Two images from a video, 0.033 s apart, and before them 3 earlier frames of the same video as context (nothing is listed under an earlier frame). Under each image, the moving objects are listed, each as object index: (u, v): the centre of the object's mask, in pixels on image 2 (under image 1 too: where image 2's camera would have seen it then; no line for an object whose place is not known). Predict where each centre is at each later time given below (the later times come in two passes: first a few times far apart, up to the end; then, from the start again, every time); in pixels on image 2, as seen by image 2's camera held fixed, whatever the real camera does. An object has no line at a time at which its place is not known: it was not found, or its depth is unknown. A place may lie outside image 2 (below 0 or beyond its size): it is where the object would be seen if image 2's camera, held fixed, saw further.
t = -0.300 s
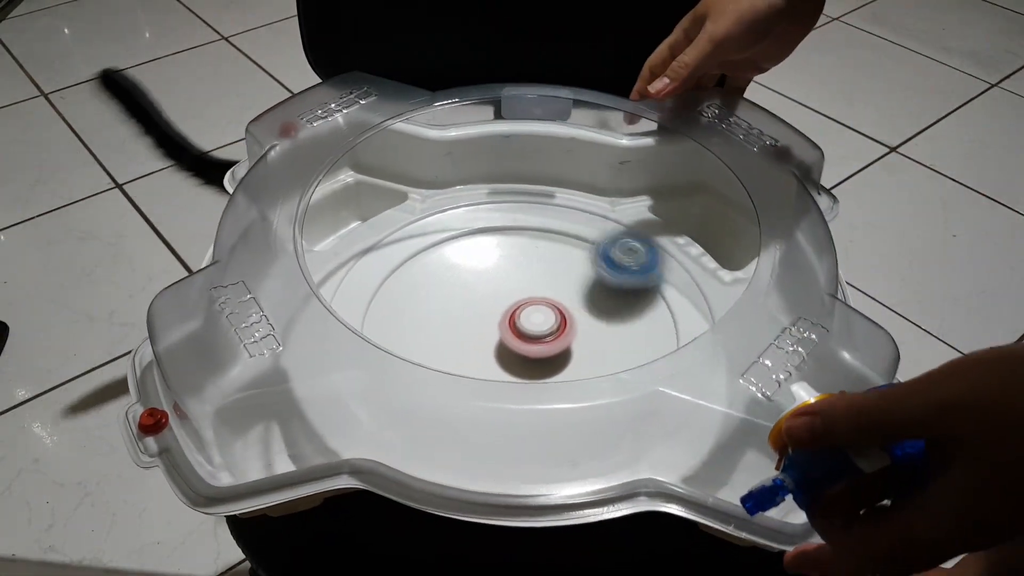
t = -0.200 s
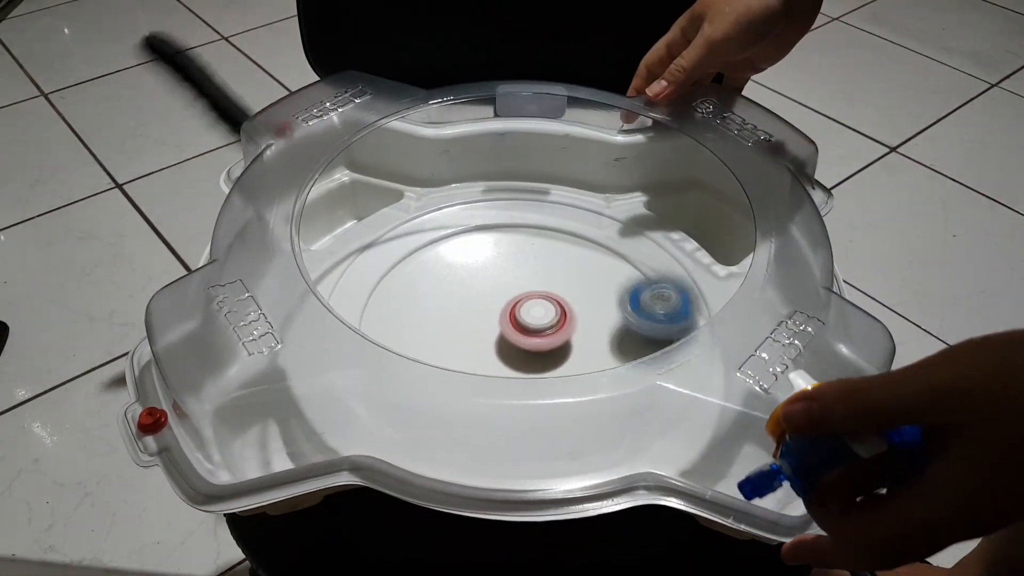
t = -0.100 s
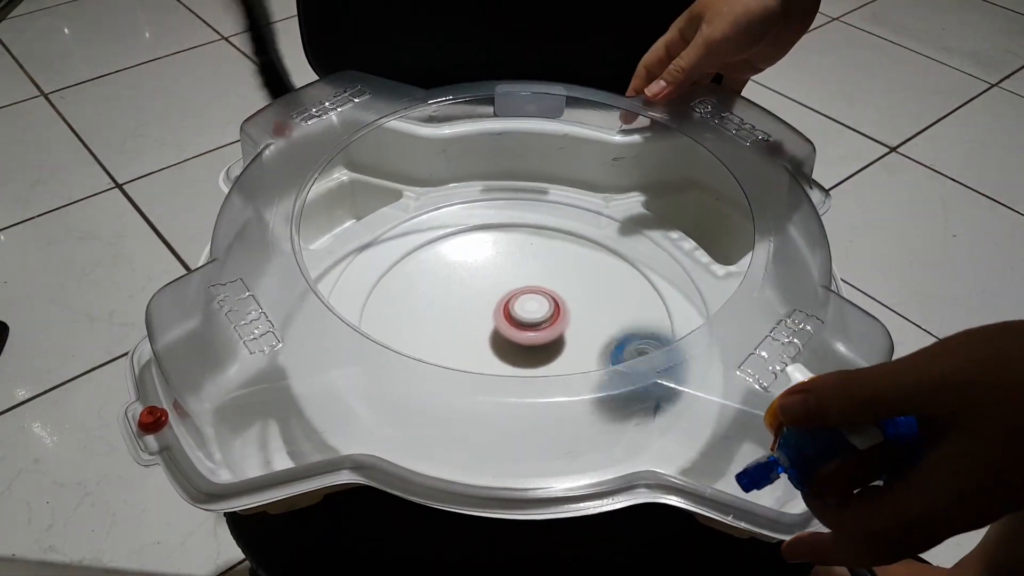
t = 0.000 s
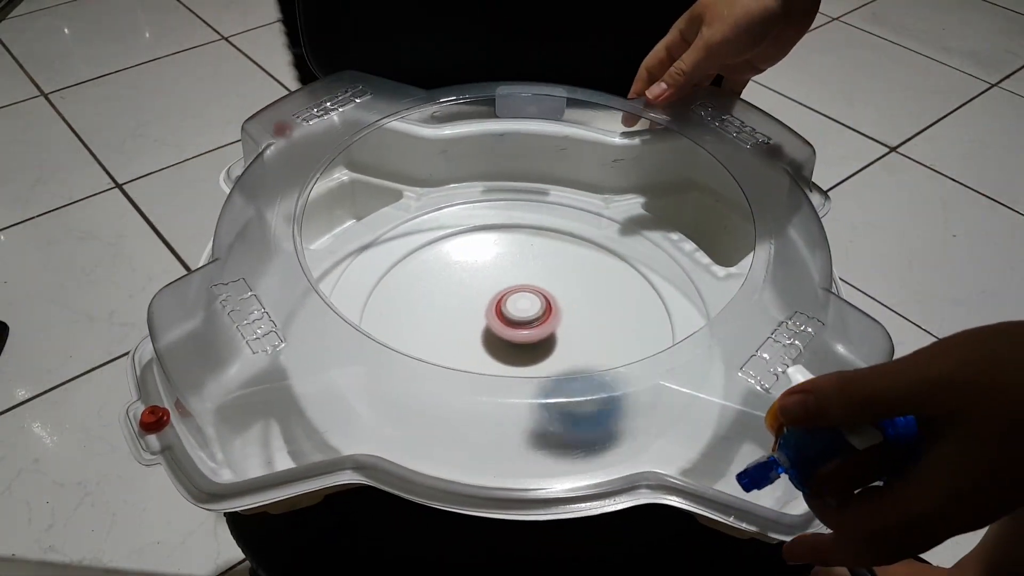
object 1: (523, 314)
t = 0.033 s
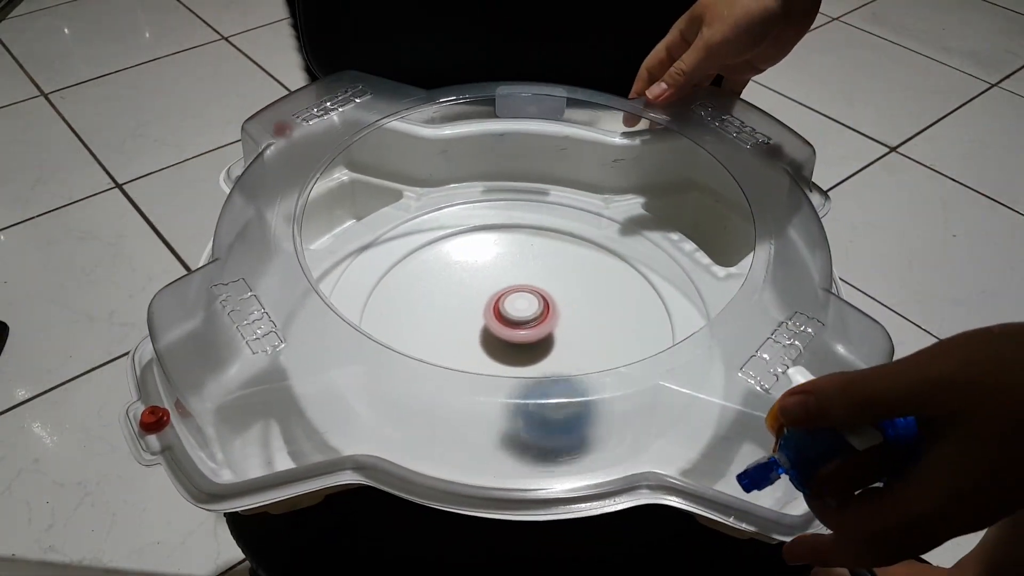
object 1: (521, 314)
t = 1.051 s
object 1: (524, 325)
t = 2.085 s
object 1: (515, 331)
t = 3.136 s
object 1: (513, 323)
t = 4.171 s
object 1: (515, 359)
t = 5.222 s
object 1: (527, 349)
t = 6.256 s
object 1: (487, 349)
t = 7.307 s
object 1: (434, 378)
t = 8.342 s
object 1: (452, 305)
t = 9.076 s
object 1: (430, 335)
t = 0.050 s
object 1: (520, 314)
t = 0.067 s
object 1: (519, 314)
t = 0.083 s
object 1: (518, 315)
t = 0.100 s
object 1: (518, 315)
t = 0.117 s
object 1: (517, 316)
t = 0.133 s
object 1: (517, 317)
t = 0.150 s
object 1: (517, 317)
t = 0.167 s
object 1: (517, 318)
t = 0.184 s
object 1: (517, 319)
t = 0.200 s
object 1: (517, 320)
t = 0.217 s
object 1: (516, 321)
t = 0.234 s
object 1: (517, 322)
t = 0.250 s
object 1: (517, 323)
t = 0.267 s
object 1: (517, 324)
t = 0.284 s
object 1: (517, 324)
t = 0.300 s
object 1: (517, 325)
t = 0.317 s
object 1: (517, 326)
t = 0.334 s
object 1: (517, 327)
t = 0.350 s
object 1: (517, 328)
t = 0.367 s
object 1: (517, 328)
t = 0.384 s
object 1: (518, 329)
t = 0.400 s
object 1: (518, 329)
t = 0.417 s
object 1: (518, 330)
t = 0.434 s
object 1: (518, 330)
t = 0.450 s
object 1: (519, 331)
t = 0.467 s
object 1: (519, 331)
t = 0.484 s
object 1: (519, 331)
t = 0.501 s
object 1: (520, 331)
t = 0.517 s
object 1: (521, 332)
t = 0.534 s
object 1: (521, 332)
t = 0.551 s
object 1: (521, 332)
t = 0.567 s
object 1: (522, 332)
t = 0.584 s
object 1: (523, 332)
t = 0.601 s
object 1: (523, 332)
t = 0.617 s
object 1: (524, 332)
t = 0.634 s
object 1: (524, 332)
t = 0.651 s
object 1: (525, 331)
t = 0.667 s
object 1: (526, 331)
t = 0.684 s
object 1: (526, 331)
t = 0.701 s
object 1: (526, 330)
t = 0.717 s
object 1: (527, 329)
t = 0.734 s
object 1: (527, 329)
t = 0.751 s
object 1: (528, 329)
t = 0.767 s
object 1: (528, 328)
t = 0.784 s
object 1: (528, 328)
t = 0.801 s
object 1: (528, 327)
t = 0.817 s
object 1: (528, 327)
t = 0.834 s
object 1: (528, 327)
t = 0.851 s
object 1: (527, 326)
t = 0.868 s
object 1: (527, 326)
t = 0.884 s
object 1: (527, 326)
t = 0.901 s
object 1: (526, 325)
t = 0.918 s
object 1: (526, 325)
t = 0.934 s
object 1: (526, 325)
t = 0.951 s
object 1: (525, 325)
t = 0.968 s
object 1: (525, 325)
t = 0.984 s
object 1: (525, 325)
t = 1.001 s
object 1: (525, 325)
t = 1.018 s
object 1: (524, 325)
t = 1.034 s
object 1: (524, 325)
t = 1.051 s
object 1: (524, 325)
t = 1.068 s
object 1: (524, 325)
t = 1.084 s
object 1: (524, 325)
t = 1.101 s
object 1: (524, 325)
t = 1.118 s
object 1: (523, 325)
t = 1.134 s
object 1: (523, 325)
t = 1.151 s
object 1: (523, 326)
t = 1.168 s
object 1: (523, 326)
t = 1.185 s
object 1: (523, 326)
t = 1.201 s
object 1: (523, 326)
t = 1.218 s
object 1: (523, 327)
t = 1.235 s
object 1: (522, 327)
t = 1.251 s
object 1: (522, 327)
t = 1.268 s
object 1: (522, 328)
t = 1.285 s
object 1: (522, 328)
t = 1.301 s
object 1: (521, 328)
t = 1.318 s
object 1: (521, 329)
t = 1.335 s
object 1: (520, 329)
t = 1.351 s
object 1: (520, 329)
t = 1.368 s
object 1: (519, 329)
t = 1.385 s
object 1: (519, 330)
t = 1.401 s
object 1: (518, 330)
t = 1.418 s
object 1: (517, 330)
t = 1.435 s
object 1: (516, 330)
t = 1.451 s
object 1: (516, 329)
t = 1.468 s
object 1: (515, 329)
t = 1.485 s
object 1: (515, 329)
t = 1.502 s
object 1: (514, 329)
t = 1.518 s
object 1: (513, 329)
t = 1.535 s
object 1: (513, 328)
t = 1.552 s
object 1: (512, 328)
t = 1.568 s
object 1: (512, 328)
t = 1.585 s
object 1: (512, 328)
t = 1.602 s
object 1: (511, 328)
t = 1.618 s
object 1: (511, 328)
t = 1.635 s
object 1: (511, 328)
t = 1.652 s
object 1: (511, 328)
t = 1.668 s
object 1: (511, 329)
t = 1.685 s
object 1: (511, 329)
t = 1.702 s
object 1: (511, 329)
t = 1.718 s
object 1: (511, 329)
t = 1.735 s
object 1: (510, 329)
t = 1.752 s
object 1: (510, 329)
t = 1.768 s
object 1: (510, 330)
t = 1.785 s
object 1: (510, 330)
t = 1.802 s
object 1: (511, 330)
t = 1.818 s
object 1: (511, 330)
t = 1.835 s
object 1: (511, 330)
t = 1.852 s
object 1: (511, 330)
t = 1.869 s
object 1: (511, 330)
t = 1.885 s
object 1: (511, 331)
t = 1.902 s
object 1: (511, 331)
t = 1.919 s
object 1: (511, 331)
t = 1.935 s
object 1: (512, 331)
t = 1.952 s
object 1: (512, 331)
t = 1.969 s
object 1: (512, 331)
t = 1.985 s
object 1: (513, 331)
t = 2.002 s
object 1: (513, 331)
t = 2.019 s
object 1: (513, 331)
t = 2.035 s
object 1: (514, 331)
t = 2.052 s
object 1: (514, 331)
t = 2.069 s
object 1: (515, 331)
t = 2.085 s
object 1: (515, 331)
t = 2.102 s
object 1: (516, 331)
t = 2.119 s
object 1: (516, 331)
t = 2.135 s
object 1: (517, 330)
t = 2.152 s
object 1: (517, 330)
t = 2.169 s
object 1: (518, 330)
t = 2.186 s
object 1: (518, 330)
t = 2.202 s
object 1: (519, 330)
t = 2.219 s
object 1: (519, 329)
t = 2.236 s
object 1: (519, 330)
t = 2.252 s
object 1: (519, 329)
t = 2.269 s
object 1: (519, 329)
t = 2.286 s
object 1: (519, 329)
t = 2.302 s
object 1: (518, 329)
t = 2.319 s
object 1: (518, 328)
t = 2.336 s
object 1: (518, 328)
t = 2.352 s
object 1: (517, 328)
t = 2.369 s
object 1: (517, 327)
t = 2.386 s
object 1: (516, 327)
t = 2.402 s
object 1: (515, 327)
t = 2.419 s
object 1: (515, 326)
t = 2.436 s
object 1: (514, 326)
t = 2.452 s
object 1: (514, 325)
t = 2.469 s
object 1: (513, 325)
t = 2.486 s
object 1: (513, 325)
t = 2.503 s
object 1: (512, 324)
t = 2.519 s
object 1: (512, 324)
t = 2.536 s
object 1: (511, 324)
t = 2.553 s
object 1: (511, 324)
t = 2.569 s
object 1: (511, 323)
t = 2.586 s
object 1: (510, 323)
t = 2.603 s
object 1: (510, 323)
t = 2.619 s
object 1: (509, 322)
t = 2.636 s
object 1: (509, 322)
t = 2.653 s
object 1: (509, 322)
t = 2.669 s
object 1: (509, 322)
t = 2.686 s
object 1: (508, 322)
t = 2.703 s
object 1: (508, 322)
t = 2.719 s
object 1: (508, 322)
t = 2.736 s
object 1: (509, 322)
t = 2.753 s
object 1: (509, 322)
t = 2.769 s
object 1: (509, 322)
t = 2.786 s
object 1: (509, 322)
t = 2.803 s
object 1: (509, 322)
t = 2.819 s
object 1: (509, 322)
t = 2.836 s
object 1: (509, 322)
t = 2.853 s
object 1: (509, 322)
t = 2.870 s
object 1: (509, 322)
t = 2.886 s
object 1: (509, 322)
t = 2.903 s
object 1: (509, 323)
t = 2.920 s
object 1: (509, 323)
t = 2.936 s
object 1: (509, 323)
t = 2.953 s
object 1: (509, 323)
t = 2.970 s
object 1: (509, 323)
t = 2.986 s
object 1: (510, 323)
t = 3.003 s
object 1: (510, 323)
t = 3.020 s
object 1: (510, 323)
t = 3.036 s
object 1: (511, 323)
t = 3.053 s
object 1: (511, 323)
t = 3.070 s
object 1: (511, 323)
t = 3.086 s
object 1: (512, 323)
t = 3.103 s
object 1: (512, 323)
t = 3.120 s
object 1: (512, 323)
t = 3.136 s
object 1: (513, 323)
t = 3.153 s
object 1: (513, 323)
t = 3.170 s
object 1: (513, 323)
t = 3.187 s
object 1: (513, 323)
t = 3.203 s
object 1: (513, 322)
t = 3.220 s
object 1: (514, 322)
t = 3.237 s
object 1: (514, 322)
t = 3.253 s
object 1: (514, 322)
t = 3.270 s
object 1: (514, 322)
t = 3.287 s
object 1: (514, 322)
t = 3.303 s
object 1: (515, 322)
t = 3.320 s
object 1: (515, 322)
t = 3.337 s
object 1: (515, 322)
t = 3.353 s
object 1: (515, 322)
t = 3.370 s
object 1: (515, 322)
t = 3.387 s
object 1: (515, 321)
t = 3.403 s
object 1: (516, 321)
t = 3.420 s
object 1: (516, 321)
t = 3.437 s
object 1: (517, 320)
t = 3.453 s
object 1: (518, 320)
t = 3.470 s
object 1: (519, 320)
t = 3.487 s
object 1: (519, 319)
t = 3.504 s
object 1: (519, 319)
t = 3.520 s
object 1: (520, 319)
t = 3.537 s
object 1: (520, 319)
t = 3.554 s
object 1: (520, 319)
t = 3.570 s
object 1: (519, 319)
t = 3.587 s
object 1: (519, 319)
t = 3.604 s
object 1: (519, 319)
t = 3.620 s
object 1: (520, 322)
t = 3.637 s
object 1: (530, 331)
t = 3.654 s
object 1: (539, 340)
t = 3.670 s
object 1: (548, 347)
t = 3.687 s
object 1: (556, 351)
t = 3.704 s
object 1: (562, 355)
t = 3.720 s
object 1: (570, 358)
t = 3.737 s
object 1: (575, 360)
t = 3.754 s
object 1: (585, 382)
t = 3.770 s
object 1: (591, 388)
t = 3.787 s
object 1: (596, 391)
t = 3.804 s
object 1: (600, 394)
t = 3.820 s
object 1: (603, 396)
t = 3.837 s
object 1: (605, 396)
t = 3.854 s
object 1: (606, 395)
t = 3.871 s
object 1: (606, 394)
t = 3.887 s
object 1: (604, 392)
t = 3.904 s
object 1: (602, 389)
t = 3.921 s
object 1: (600, 386)
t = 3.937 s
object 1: (597, 381)
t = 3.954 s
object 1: (594, 378)
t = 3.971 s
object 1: (591, 374)
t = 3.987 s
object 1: (588, 370)
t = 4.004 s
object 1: (585, 368)
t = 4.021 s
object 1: (580, 364)
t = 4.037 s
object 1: (575, 350)
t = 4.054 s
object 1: (571, 350)
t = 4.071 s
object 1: (566, 351)
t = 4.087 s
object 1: (558, 352)
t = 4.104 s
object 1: (548, 355)
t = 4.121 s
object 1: (540, 356)
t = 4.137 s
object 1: (531, 357)
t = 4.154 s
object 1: (523, 358)
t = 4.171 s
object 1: (515, 359)
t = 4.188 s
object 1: (509, 359)
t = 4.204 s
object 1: (503, 359)
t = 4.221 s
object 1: (496, 358)
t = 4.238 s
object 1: (491, 358)
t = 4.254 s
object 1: (487, 357)
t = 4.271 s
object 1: (478, 368)
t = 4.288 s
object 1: (475, 367)
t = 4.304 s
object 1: (472, 366)
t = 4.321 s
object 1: (470, 365)
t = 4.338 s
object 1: (468, 364)
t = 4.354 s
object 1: (461, 364)
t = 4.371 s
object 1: (446, 363)
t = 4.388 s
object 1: (430, 365)
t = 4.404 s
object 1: (416, 365)
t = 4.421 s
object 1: (403, 364)
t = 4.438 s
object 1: (394, 363)
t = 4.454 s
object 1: (389, 358)
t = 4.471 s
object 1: (383, 357)
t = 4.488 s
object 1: (376, 359)
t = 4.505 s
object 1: (372, 357)
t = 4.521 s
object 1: (370, 356)
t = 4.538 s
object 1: (368, 355)
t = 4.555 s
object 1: (367, 355)
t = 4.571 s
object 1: (368, 354)
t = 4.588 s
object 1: (371, 354)
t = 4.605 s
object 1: (375, 354)
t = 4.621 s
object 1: (380, 354)
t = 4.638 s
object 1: (387, 353)
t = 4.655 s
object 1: (394, 354)
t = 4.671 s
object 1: (401, 357)
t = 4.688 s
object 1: (410, 357)
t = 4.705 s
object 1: (421, 356)
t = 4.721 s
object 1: (431, 356)
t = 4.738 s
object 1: (442, 357)
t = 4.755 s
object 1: (453, 353)
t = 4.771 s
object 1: (465, 352)
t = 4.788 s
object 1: (476, 352)
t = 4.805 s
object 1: (487, 348)
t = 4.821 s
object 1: (491, 350)
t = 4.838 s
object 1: (495, 350)
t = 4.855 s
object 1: (498, 351)
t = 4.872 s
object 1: (500, 356)
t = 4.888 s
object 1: (503, 357)
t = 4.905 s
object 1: (506, 353)
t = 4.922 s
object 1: (508, 354)
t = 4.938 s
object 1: (510, 354)
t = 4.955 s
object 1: (511, 358)
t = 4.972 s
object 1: (512, 358)
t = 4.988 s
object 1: (513, 357)
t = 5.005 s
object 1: (515, 357)
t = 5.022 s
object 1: (517, 353)
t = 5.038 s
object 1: (518, 353)
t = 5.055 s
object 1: (519, 353)
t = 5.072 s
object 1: (520, 353)
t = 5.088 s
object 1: (521, 352)
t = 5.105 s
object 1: (522, 352)
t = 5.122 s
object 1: (523, 352)
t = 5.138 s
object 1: (523, 351)
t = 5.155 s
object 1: (524, 351)
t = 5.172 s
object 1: (525, 350)
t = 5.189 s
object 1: (526, 350)
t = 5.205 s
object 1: (527, 349)
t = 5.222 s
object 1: (527, 349)
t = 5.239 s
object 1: (528, 349)
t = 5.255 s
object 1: (529, 348)
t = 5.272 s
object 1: (529, 347)
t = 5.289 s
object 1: (529, 347)
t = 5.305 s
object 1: (526, 347)
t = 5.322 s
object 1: (520, 348)
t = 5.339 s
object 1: (514, 348)
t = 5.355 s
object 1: (508, 348)
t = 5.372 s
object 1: (503, 349)
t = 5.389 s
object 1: (499, 349)
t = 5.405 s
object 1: (496, 348)
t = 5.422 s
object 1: (493, 348)
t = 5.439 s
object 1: (491, 348)
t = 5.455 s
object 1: (489, 347)
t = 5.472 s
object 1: (488, 347)
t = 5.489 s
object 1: (487, 346)
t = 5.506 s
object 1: (487, 346)
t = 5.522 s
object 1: (487, 345)
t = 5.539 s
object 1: (486, 345)
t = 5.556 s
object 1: (483, 346)
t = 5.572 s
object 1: (480, 346)
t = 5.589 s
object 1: (479, 346)
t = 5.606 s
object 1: (477, 346)
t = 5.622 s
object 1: (475, 346)
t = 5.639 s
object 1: (474, 346)
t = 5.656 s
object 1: (473, 346)
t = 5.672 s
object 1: (473, 346)
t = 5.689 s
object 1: (473, 346)
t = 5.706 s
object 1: (473, 346)
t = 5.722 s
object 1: (471, 347)
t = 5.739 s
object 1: (470, 347)
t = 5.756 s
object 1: (469, 348)
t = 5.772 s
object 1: (469, 348)
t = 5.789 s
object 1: (468, 348)
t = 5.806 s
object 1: (468, 348)
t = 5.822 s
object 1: (469, 348)
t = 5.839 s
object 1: (469, 348)
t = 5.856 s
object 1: (470, 348)
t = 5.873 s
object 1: (470, 348)
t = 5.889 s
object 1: (471, 349)
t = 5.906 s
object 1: (472, 349)
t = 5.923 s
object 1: (473, 349)
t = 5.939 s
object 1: (474, 348)
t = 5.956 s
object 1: (475, 348)
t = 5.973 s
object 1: (476, 348)
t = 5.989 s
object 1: (478, 348)
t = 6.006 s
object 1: (478, 348)
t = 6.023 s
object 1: (480, 348)
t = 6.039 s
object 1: (481, 348)
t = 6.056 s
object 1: (483, 347)
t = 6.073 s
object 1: (483, 347)
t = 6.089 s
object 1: (485, 346)
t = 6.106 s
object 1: (486, 346)
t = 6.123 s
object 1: (488, 345)
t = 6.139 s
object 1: (488, 345)
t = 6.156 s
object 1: (489, 344)
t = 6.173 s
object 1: (491, 343)
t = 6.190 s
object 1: (492, 343)
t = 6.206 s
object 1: (491, 344)
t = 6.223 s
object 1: (490, 346)
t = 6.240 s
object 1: (488, 348)
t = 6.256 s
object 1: (487, 349)
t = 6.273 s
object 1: (487, 350)
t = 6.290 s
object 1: (486, 351)
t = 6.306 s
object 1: (486, 351)
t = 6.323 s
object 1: (486, 351)
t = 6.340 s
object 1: (486, 351)
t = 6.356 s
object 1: (486, 351)
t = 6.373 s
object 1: (486, 351)
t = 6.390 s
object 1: (486, 350)
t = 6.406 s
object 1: (486, 350)
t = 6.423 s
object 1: (487, 349)
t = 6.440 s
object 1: (487, 349)
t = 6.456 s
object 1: (487, 348)
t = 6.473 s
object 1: (488, 347)
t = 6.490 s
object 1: (488, 347)
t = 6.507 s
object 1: (489, 346)
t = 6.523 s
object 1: (489, 346)
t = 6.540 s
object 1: (490, 345)
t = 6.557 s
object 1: (490, 345)
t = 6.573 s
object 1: (491, 344)
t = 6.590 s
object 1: (490, 345)
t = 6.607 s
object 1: (484, 349)
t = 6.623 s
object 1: (478, 352)
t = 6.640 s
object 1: (473, 356)
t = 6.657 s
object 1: (469, 358)
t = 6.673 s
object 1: (462, 377)
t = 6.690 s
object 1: (459, 382)
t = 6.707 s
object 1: (456, 386)
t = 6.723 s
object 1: (453, 389)
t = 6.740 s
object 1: (452, 391)
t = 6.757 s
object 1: (451, 392)
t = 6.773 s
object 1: (451, 393)
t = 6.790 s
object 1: (451, 393)
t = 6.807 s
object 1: (452, 393)
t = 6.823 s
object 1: (454, 393)
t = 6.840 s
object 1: (456, 391)
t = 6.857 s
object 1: (458, 391)
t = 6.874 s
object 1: (460, 390)
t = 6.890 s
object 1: (462, 388)
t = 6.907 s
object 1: (465, 385)
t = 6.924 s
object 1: (469, 384)
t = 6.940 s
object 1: (472, 381)
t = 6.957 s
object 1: (475, 380)
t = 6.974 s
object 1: (477, 378)
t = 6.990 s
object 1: (480, 376)
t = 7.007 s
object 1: (482, 371)
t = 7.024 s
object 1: (477, 375)
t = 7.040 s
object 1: (467, 379)
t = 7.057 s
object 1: (455, 385)
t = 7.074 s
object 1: (446, 387)
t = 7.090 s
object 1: (436, 391)
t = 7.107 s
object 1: (428, 392)
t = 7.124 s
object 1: (420, 395)
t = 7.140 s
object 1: (414, 396)
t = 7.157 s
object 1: (410, 395)
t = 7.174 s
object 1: (408, 394)
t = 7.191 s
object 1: (408, 394)
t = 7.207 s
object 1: (408, 393)
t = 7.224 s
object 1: (409, 392)
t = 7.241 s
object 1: (414, 387)
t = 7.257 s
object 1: (418, 386)
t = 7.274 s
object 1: (423, 384)
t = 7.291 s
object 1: (428, 380)
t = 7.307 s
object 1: (434, 378)
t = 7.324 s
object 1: (440, 375)
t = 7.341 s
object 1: (446, 368)
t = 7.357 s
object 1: (452, 367)
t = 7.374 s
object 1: (457, 366)
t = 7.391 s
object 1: (467, 352)
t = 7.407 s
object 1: (472, 350)
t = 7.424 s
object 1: (478, 348)
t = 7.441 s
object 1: (481, 346)
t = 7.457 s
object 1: (472, 346)
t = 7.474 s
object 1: (451, 345)
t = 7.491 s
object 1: (430, 343)
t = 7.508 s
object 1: (408, 351)
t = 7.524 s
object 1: (393, 350)
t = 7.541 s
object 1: (375, 349)
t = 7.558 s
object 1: (364, 345)
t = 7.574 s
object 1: (359, 340)
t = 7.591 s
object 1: (352, 338)
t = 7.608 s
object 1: (344, 342)
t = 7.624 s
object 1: (338, 343)
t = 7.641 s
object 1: (336, 342)
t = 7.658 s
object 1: (336, 339)
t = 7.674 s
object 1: (337, 339)
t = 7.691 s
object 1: (339, 338)
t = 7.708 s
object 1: (342, 338)
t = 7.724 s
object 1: (345, 336)
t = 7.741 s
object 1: (350, 336)
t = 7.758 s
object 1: (354, 336)
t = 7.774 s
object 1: (360, 334)
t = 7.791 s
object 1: (364, 336)
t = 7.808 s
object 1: (371, 334)
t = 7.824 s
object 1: (379, 336)
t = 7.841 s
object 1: (386, 339)
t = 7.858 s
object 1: (396, 336)
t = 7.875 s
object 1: (407, 335)
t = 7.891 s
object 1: (416, 336)
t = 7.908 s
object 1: (425, 335)
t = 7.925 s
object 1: (434, 335)
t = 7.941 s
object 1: (445, 335)
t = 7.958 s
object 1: (458, 332)
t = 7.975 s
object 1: (464, 331)
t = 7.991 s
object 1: (462, 328)
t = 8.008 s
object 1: (459, 325)
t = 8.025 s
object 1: (456, 324)
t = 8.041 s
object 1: (455, 322)
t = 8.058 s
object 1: (454, 320)
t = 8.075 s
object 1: (453, 318)
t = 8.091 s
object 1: (453, 318)
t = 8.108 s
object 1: (454, 316)
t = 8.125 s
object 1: (454, 316)
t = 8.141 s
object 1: (455, 315)
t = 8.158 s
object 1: (455, 315)
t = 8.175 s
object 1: (457, 314)
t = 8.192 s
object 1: (458, 314)
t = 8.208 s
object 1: (459, 313)
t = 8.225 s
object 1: (461, 312)
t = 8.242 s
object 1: (462, 312)
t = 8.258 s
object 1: (461, 311)
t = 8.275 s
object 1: (458, 309)
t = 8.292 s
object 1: (455, 308)
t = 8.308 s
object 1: (453, 307)
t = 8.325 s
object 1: (452, 306)
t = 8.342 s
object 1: (452, 305)
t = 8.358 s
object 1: (453, 305)
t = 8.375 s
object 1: (453, 305)
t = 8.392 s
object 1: (454, 305)
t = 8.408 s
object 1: (455, 305)
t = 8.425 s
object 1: (457, 305)
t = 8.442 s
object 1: (458, 306)
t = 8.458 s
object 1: (460, 306)
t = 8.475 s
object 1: (462, 306)
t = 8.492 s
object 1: (464, 306)
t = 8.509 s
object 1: (466, 307)
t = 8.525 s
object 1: (468, 307)
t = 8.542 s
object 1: (471, 307)
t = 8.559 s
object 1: (474, 307)
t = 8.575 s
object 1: (477, 307)
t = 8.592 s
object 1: (479, 306)
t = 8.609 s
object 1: (478, 306)
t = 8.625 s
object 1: (470, 309)
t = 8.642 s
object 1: (460, 311)
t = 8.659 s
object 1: (452, 314)
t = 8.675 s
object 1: (445, 316)
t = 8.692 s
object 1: (438, 319)
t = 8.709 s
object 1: (433, 321)
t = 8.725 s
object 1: (429, 324)
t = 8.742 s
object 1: (426, 325)
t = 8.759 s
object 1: (424, 326)
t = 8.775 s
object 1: (423, 327)
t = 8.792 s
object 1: (423, 328)
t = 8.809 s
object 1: (423, 329)
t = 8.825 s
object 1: (425, 330)
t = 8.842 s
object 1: (426, 331)
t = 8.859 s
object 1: (429, 332)
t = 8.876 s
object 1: (431, 333)
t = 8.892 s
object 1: (433, 333)
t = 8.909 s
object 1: (436, 334)
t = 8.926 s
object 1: (439, 334)
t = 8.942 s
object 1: (442, 335)
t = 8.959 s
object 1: (445, 336)
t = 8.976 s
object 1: (448, 336)
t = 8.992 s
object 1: (451, 337)
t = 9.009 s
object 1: (454, 338)
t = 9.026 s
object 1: (455, 338)
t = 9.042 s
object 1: (451, 338)
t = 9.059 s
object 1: (441, 336)
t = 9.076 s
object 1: (430, 335)
